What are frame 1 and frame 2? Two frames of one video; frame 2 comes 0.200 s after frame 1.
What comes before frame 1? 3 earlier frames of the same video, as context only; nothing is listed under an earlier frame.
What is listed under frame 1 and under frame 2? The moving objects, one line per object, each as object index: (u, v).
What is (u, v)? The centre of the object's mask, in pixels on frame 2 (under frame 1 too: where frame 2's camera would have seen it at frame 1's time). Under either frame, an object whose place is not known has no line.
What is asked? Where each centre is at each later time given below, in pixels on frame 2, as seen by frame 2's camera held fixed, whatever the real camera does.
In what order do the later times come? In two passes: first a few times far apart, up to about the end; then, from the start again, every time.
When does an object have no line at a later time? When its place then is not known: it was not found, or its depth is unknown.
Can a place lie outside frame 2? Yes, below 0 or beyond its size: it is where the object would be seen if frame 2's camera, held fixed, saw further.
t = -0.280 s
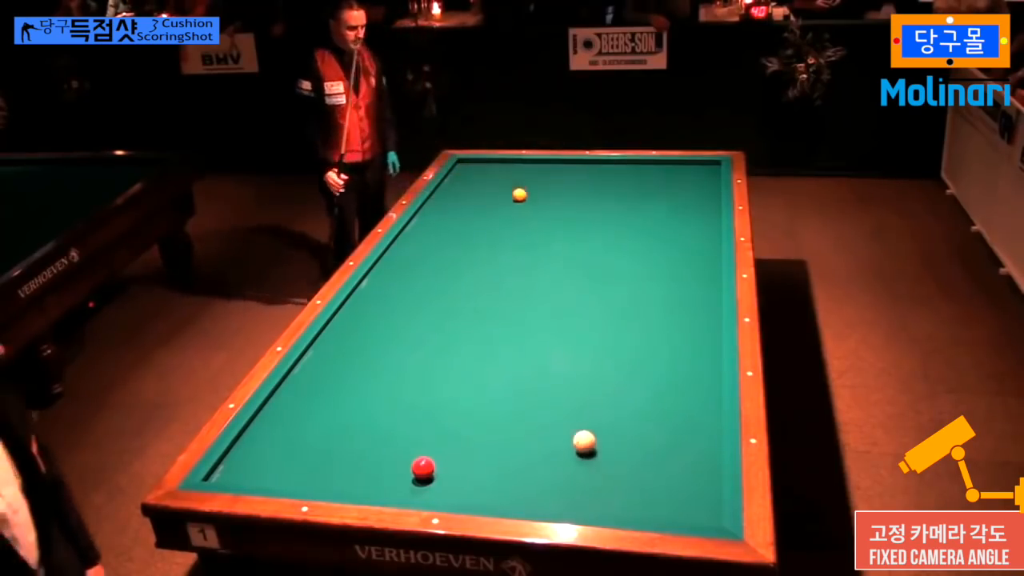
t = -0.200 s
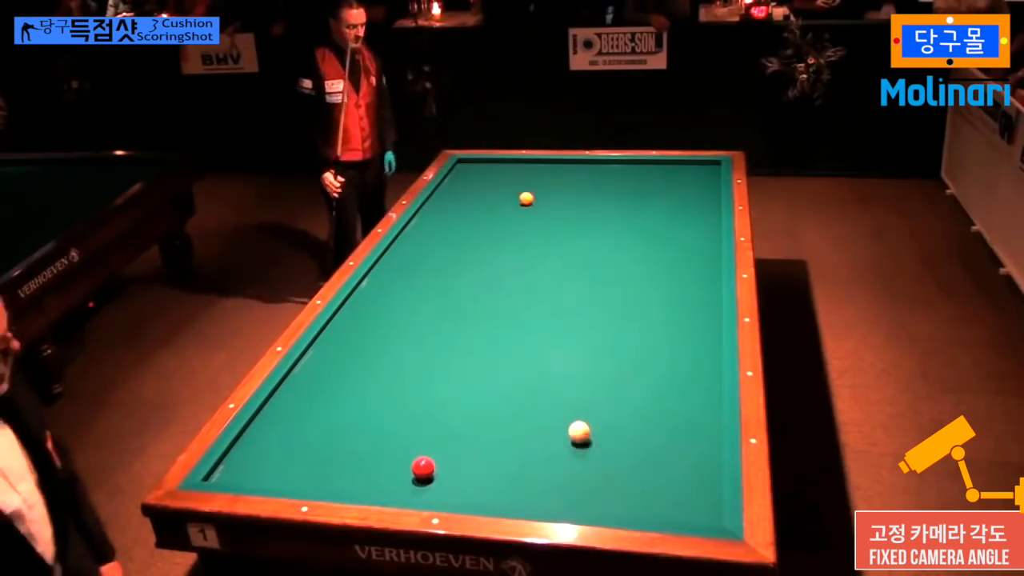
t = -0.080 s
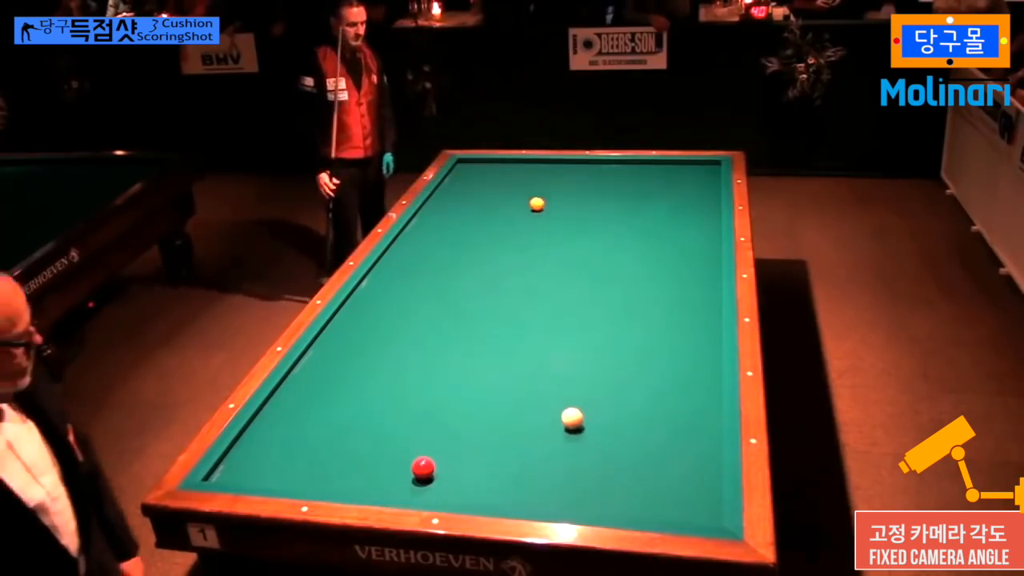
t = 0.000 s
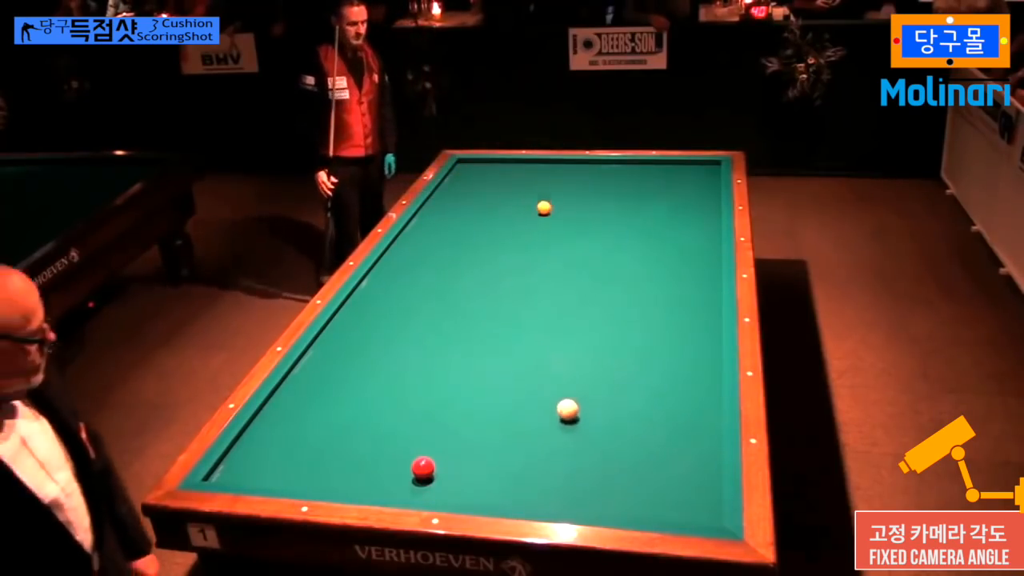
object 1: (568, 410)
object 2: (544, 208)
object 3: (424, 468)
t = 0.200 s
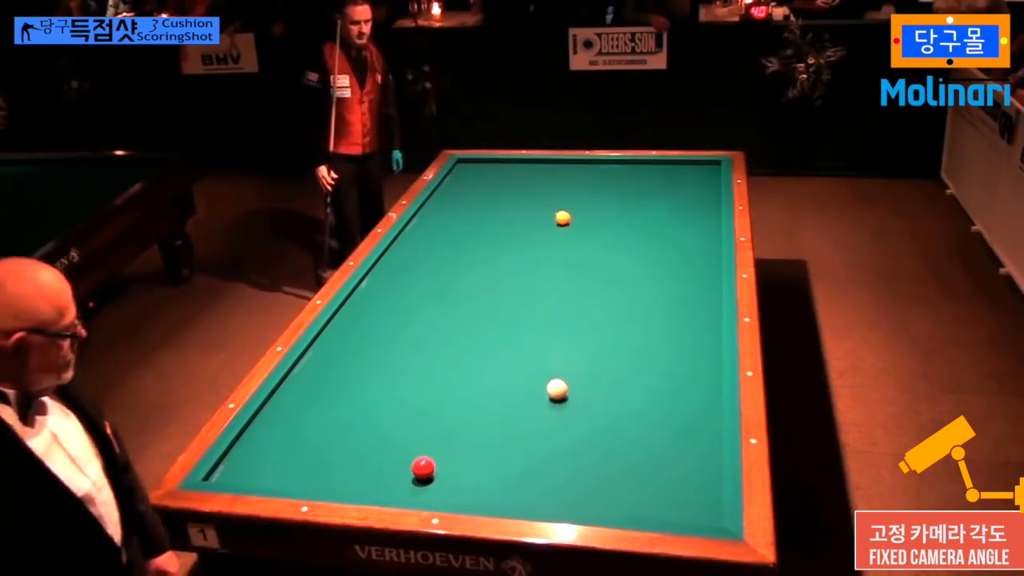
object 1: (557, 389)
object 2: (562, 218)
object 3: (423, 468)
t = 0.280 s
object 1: (553, 382)
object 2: (570, 222)
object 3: (423, 468)
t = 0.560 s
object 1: (540, 357)
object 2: (598, 238)
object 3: (424, 468)
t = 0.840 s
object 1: (529, 335)
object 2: (629, 254)
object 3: (424, 468)
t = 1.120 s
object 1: (519, 316)
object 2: (662, 271)
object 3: (423, 468)
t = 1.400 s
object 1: (509, 298)
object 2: (696, 290)
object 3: (423, 467)
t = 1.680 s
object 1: (501, 282)
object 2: (703, 305)
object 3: (423, 467)
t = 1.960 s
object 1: (494, 268)
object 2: (685, 318)
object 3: (423, 467)
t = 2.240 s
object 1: (487, 255)
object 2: (666, 330)
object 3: (424, 467)
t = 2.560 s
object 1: (480, 242)
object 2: (644, 344)
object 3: (423, 467)
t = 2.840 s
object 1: (475, 231)
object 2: (626, 357)
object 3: (423, 468)
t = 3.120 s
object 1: (469, 221)
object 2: (607, 370)
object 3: (423, 467)
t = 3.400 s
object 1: (465, 212)
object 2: (588, 383)
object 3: (423, 468)
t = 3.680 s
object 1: (461, 204)
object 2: (569, 396)
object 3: (423, 468)
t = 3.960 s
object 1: (457, 196)
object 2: (550, 409)
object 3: (423, 468)
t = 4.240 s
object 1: (453, 189)
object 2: (532, 422)
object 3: (423, 468)
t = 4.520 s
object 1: (450, 183)
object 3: (423, 468)
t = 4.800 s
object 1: (450, 177)
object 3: (423, 468)
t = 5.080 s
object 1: (457, 172)
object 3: (423, 468)
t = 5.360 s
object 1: (464, 168)
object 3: (423, 468)
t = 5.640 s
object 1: (471, 164)
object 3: (423, 467)
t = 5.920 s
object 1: (477, 160)
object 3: (423, 469)
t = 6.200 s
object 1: (478, 162)
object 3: (423, 466)
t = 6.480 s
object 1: (479, 164)
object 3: (424, 464)
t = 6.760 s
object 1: (480, 166)
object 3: (423, 462)
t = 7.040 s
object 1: (481, 167)
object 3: (423, 460)
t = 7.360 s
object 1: (482, 168)
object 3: (422, 458)
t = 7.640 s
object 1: (482, 169)
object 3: (422, 457)
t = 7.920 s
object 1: (483, 170)
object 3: (422, 457)
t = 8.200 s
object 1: (483, 171)
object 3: (422, 457)
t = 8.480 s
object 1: (484, 171)
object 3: (422, 457)
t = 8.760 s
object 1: (484, 172)
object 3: (422, 457)
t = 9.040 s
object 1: (484, 172)
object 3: (422, 457)
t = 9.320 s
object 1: (484, 172)
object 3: (422, 457)
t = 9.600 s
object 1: (484, 172)
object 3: (422, 457)
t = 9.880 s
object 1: (484, 172)
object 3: (422, 457)
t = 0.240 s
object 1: (555, 386)
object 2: (566, 220)
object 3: (424, 468)
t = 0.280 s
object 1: (553, 382)
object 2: (570, 222)
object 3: (423, 468)
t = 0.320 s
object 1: (551, 378)
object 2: (574, 224)
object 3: (423, 468)
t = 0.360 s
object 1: (549, 374)
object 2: (578, 227)
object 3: (424, 468)
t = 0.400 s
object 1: (547, 371)
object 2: (582, 229)
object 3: (424, 468)
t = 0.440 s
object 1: (545, 367)
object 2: (586, 231)
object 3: (423, 468)
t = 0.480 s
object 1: (544, 364)
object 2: (590, 233)
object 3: (424, 468)
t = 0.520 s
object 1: (542, 360)
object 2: (594, 235)
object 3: (424, 468)
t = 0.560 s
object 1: (540, 357)
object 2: (598, 238)
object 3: (424, 468)
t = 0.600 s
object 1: (538, 354)
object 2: (602, 240)
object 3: (423, 468)
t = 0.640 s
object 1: (537, 350)
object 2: (607, 242)
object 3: (424, 468)
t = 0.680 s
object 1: (535, 347)
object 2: (611, 244)
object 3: (424, 468)
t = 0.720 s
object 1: (534, 344)
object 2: (616, 247)
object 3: (424, 468)
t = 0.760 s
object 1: (532, 341)
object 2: (620, 249)
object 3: (424, 468)
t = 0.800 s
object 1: (530, 338)
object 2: (624, 252)
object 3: (423, 468)
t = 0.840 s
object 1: (529, 335)
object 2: (629, 254)
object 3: (424, 468)
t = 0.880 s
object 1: (527, 332)
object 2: (633, 257)
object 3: (424, 468)
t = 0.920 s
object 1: (526, 329)
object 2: (638, 259)
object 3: (423, 468)
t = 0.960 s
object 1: (524, 326)
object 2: (643, 261)
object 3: (424, 468)
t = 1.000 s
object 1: (523, 323)
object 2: (647, 264)
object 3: (423, 467)
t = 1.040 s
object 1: (521, 321)
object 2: (652, 266)
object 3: (423, 468)
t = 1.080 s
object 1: (520, 318)
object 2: (657, 269)
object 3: (423, 468)
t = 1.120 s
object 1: (519, 316)
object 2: (662, 271)
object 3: (423, 468)
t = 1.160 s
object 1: (517, 313)
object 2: (666, 274)
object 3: (423, 467)
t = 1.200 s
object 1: (516, 310)
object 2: (671, 276)
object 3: (423, 468)
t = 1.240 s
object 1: (515, 308)
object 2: (676, 279)
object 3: (423, 467)
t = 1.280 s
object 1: (513, 305)
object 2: (681, 282)
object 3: (423, 468)
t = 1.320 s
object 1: (512, 303)
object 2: (686, 285)
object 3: (423, 467)
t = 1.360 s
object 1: (511, 301)
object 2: (691, 287)
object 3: (423, 468)
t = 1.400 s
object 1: (509, 298)
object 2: (696, 290)
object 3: (423, 467)
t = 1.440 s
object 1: (508, 296)
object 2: (701, 293)
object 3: (423, 467)
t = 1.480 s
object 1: (507, 294)
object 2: (706, 296)
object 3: (423, 467)
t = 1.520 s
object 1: (506, 291)
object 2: (712, 298)
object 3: (423, 467)
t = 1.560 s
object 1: (505, 289)
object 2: (712, 301)
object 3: (423, 467)
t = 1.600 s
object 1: (503, 287)
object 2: (709, 302)
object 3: (423, 467)
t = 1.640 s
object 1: (502, 285)
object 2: (706, 304)
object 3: (423, 467)
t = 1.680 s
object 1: (501, 282)
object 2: (703, 305)
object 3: (423, 467)
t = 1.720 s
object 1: (500, 280)
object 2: (701, 307)
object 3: (423, 467)
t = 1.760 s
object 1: (499, 278)
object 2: (698, 309)
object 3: (423, 467)
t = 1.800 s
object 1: (498, 276)
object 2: (695, 311)
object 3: (423, 467)
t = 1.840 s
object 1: (497, 274)
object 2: (692, 312)
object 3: (423, 467)
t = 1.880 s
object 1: (496, 272)
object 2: (690, 314)
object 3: (424, 468)
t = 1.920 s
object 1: (495, 270)
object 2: (687, 316)
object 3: (423, 467)
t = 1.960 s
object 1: (494, 268)
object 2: (685, 318)
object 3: (423, 467)
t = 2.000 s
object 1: (493, 266)
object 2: (682, 319)
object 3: (423, 468)
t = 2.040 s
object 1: (492, 264)
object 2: (680, 321)
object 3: (424, 467)
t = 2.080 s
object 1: (491, 262)
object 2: (677, 323)
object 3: (424, 468)
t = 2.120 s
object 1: (490, 261)
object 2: (674, 325)
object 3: (423, 467)
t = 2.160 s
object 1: (489, 259)
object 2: (671, 326)
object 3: (423, 468)
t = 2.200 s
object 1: (488, 257)
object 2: (669, 328)
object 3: (423, 467)
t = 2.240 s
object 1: (487, 255)
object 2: (666, 330)
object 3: (424, 467)
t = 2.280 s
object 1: (486, 254)
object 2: (664, 332)
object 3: (423, 468)
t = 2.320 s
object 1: (485, 252)
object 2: (661, 334)
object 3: (423, 467)
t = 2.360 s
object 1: (485, 250)
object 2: (658, 335)
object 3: (423, 467)
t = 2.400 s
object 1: (484, 248)
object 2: (655, 337)
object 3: (423, 467)
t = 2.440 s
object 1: (483, 247)
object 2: (653, 339)
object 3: (424, 468)
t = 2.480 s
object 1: (482, 245)
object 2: (650, 341)
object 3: (424, 468)
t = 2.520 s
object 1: (481, 243)
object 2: (647, 343)
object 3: (423, 468)
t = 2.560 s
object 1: (480, 242)
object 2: (644, 344)
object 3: (423, 467)
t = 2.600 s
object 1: (479, 240)
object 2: (642, 346)
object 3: (423, 467)
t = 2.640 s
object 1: (478, 239)
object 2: (639, 348)
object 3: (423, 468)
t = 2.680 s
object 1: (478, 237)
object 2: (636, 350)
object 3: (423, 467)
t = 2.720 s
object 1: (477, 236)
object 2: (634, 352)
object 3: (423, 468)
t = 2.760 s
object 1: (476, 234)
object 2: (631, 353)
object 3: (424, 468)
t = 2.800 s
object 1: (475, 233)
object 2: (628, 356)
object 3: (423, 468)
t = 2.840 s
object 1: (475, 231)
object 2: (626, 357)
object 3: (423, 468)
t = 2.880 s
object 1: (474, 230)
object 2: (623, 359)
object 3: (423, 468)
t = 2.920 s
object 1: (473, 228)
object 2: (620, 361)
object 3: (423, 468)
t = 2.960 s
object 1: (472, 227)
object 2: (617, 363)
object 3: (423, 468)
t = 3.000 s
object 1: (472, 225)
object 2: (615, 365)
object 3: (423, 468)
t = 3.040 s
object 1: (471, 224)
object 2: (612, 366)
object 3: (423, 468)
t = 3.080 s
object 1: (470, 223)
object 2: (610, 368)
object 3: (423, 468)
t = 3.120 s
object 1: (469, 221)
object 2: (607, 370)
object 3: (423, 467)
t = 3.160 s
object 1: (469, 220)
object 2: (604, 372)
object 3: (423, 467)
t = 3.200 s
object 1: (468, 219)
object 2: (601, 374)
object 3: (423, 467)
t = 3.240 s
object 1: (468, 217)
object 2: (599, 376)
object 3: (423, 468)
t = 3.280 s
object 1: (467, 216)
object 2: (596, 377)
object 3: (423, 468)
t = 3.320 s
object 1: (466, 214)
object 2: (593, 379)
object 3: (423, 468)
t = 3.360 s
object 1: (466, 213)
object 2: (590, 381)
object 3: (423, 467)
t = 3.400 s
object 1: (465, 212)
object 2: (588, 383)
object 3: (423, 468)
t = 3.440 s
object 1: (464, 211)
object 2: (585, 385)
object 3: (423, 468)
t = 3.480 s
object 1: (464, 210)
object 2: (582, 387)
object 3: (423, 468)
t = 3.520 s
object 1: (463, 209)
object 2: (579, 389)
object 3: (423, 468)
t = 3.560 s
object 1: (462, 207)
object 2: (577, 391)
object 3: (423, 468)
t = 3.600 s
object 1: (462, 206)
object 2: (575, 392)
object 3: (423, 468)
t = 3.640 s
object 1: (461, 205)
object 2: (572, 394)
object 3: (423, 468)
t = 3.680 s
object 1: (461, 204)
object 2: (569, 396)
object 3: (423, 468)
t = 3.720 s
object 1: (460, 203)
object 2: (566, 398)
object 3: (423, 468)
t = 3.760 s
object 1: (460, 202)
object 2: (563, 399)
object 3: (423, 468)
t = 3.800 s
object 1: (459, 200)
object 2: (561, 401)
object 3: (423, 468)
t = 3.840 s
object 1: (458, 199)
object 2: (558, 403)
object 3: (423, 468)
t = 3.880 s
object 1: (458, 198)
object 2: (556, 405)
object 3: (423, 468)
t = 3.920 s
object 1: (457, 197)
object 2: (553, 407)
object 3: (423, 468)
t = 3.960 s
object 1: (457, 196)
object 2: (550, 409)
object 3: (423, 468)
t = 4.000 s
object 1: (456, 195)
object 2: (548, 410)
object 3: (423, 468)
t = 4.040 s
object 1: (456, 194)
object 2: (545, 412)
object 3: (423, 468)
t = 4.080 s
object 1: (455, 193)
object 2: (542, 414)
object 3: (423, 468)
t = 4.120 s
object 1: (454, 192)
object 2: (540, 416)
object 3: (423, 468)
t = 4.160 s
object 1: (454, 191)
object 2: (537, 417)
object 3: (423, 468)
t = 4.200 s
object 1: (453, 190)
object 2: (534, 419)
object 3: (423, 468)
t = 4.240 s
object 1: (453, 189)
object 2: (532, 422)
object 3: (423, 468)
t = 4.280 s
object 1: (453, 188)
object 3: (423, 468)
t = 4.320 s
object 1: (452, 187)
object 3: (423, 468)
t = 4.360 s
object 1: (452, 186)
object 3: (423, 468)
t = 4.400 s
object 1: (451, 185)
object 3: (423, 468)
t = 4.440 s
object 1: (451, 184)
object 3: (423, 468)
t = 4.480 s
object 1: (450, 184)
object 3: (423, 468)
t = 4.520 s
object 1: (450, 183)
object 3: (423, 468)
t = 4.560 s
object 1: (449, 182)
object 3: (423, 468)
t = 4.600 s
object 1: (449, 181)
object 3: (423, 468)
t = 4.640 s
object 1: (448, 180)
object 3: (423, 468)
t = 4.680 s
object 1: (448, 179)
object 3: (423, 468)
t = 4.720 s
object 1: (448, 178)
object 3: (423, 468)
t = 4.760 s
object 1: (449, 177)
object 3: (423, 468)
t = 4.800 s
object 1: (450, 177)
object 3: (423, 468)
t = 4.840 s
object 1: (451, 176)
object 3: (423, 468)
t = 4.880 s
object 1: (452, 175)
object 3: (423, 468)
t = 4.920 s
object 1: (453, 175)
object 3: (423, 468)
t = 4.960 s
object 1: (454, 174)
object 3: (423, 468)
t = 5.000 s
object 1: (455, 173)
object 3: (423, 468)
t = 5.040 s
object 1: (456, 173)
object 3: (423, 468)
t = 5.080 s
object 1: (457, 172)
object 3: (423, 468)
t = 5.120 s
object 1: (458, 171)
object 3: (423, 468)
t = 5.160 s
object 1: (459, 171)
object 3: (424, 468)
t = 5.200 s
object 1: (460, 170)
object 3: (423, 469)
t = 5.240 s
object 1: (461, 169)
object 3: (423, 468)
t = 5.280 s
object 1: (462, 169)
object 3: (423, 468)
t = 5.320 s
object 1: (463, 168)
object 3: (423, 468)
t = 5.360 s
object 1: (464, 168)
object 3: (423, 468)
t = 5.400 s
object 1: (465, 167)
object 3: (423, 468)
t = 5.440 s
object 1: (466, 167)
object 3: (423, 468)
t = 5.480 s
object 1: (467, 166)
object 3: (423, 468)
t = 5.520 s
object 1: (468, 166)
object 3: (423, 468)
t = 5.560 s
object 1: (469, 165)
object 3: (423, 468)
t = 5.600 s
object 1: (470, 164)
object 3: (423, 468)
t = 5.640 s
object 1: (471, 164)
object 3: (423, 467)
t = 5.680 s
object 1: (472, 163)
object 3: (423, 468)
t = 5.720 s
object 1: (473, 163)
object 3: (423, 468)
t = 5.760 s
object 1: (474, 162)
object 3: (423, 468)
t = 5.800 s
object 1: (475, 162)
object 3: (423, 469)
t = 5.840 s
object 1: (475, 161)
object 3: (423, 469)
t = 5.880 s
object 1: (476, 160)
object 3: (423, 469)
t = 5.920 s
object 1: (477, 160)
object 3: (423, 469)
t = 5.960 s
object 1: (477, 161)
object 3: (423, 468)
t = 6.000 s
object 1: (477, 161)
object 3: (423, 468)
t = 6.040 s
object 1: (477, 161)
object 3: (423, 468)
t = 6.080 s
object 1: (477, 161)
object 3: (423, 467)
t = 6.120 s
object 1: (477, 162)
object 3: (423, 467)
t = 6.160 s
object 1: (478, 162)
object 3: (423, 466)
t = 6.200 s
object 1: (478, 162)
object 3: (423, 466)
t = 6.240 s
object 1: (478, 162)
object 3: (423, 466)
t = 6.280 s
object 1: (478, 163)
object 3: (423, 465)
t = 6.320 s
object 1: (478, 163)
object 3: (423, 465)
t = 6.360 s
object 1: (479, 163)
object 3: (424, 465)
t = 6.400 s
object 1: (479, 164)
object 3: (424, 465)
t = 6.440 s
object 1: (479, 164)
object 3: (424, 464)
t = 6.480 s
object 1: (479, 164)
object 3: (424, 464)
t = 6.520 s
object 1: (479, 164)
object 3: (424, 463)
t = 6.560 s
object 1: (479, 165)
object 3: (423, 463)
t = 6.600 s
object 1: (479, 165)
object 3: (423, 463)
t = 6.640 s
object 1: (480, 165)
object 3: (423, 462)
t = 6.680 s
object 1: (480, 165)
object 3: (423, 462)
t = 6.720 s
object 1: (480, 166)
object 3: (423, 462)
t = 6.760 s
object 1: (480, 166)
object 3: (423, 462)
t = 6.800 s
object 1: (480, 166)
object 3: (423, 461)
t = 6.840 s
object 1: (480, 166)
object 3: (423, 461)
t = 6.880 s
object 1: (480, 166)
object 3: (423, 461)
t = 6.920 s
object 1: (480, 167)
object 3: (422, 460)
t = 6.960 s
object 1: (480, 167)
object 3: (423, 460)
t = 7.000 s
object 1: (481, 167)
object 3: (423, 460)
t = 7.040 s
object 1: (481, 167)
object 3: (423, 460)
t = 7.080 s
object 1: (481, 167)
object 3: (422, 459)
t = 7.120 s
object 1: (481, 168)
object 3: (422, 459)
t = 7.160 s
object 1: (481, 168)
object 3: (422, 459)
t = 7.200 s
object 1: (481, 168)
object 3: (422, 459)
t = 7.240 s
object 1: (481, 168)
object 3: (421, 458)
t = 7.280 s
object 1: (481, 168)
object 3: (421, 458)
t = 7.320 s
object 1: (481, 168)
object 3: (421, 458)
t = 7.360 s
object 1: (482, 168)
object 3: (422, 458)
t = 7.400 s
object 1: (482, 169)
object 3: (422, 458)
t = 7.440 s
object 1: (482, 169)
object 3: (422, 458)
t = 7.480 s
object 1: (482, 169)
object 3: (422, 457)
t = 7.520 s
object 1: (482, 169)
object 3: (422, 457)
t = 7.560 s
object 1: (482, 169)
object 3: (422, 457)
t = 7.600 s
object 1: (482, 169)
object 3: (422, 457)
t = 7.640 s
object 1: (482, 169)
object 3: (422, 457)
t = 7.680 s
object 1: (482, 170)
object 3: (422, 457)
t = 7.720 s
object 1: (482, 170)
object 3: (422, 457)
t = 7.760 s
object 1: (482, 170)
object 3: (422, 457)
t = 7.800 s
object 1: (483, 170)
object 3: (422, 457)
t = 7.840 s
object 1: (483, 170)
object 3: (422, 457)
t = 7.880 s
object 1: (483, 170)
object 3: (422, 457)
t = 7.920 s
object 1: (483, 170)
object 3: (422, 457)
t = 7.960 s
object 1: (483, 170)
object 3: (422, 457)
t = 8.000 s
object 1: (483, 170)
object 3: (422, 457)
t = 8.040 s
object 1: (483, 171)
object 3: (422, 457)
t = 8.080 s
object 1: (483, 171)
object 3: (422, 457)
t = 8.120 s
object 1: (483, 171)
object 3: (422, 457)
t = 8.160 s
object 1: (483, 171)
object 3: (422, 457)
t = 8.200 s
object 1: (483, 171)
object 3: (422, 457)
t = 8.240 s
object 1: (483, 171)
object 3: (422, 457)
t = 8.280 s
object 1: (483, 171)
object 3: (422, 457)
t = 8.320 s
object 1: (483, 171)
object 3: (422, 457)
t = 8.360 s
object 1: (483, 171)
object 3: (422, 457)
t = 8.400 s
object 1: (484, 171)
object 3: (422, 457)
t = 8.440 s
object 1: (484, 171)
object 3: (422, 457)
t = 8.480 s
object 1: (484, 171)
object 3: (422, 457)
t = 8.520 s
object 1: (484, 171)
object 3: (422, 457)
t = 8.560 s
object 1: (484, 171)
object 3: (422, 457)
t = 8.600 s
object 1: (484, 171)
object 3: (422, 457)
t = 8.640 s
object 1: (484, 172)
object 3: (422, 457)
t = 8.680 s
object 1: (484, 172)
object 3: (422, 457)
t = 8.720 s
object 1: (484, 172)
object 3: (422, 457)
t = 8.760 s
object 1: (484, 172)
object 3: (422, 457)
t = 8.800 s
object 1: (484, 172)
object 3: (422, 457)
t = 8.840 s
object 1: (484, 172)
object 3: (422, 457)
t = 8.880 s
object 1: (484, 172)
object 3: (422, 457)
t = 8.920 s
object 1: (484, 172)
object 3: (422, 457)
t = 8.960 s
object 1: (484, 172)
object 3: (422, 457)
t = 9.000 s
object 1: (484, 172)
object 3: (422, 457)
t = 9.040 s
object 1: (484, 172)
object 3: (422, 457)
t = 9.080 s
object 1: (484, 172)
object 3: (422, 457)
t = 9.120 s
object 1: (484, 172)
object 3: (422, 457)
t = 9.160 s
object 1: (484, 172)
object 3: (422, 457)
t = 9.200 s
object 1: (484, 172)
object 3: (421, 457)
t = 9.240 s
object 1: (484, 172)
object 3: (422, 457)
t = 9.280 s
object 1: (484, 172)
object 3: (422, 457)
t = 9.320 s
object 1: (484, 172)
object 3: (422, 457)
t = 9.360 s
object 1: (484, 172)
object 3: (422, 457)
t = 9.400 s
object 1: (484, 172)
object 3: (422, 457)
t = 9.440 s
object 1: (484, 172)
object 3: (422, 457)
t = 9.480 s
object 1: (484, 172)
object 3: (422, 457)
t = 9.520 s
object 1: (484, 172)
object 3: (422, 457)
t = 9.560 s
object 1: (484, 172)
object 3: (422, 457)
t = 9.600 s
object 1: (484, 172)
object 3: (422, 457)
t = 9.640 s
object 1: (484, 172)
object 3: (422, 457)
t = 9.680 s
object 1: (484, 172)
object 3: (422, 457)
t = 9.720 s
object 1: (484, 172)
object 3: (422, 457)
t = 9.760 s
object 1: (484, 172)
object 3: (422, 457)
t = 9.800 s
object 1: (484, 172)
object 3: (422, 457)
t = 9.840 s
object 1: (484, 172)
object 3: (422, 457)
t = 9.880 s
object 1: (484, 172)
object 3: (422, 457)
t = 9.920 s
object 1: (484, 172)
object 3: (421, 457)
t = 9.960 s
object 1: (484, 172)
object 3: (422, 457)
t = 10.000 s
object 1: (484, 172)
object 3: (422, 457)
